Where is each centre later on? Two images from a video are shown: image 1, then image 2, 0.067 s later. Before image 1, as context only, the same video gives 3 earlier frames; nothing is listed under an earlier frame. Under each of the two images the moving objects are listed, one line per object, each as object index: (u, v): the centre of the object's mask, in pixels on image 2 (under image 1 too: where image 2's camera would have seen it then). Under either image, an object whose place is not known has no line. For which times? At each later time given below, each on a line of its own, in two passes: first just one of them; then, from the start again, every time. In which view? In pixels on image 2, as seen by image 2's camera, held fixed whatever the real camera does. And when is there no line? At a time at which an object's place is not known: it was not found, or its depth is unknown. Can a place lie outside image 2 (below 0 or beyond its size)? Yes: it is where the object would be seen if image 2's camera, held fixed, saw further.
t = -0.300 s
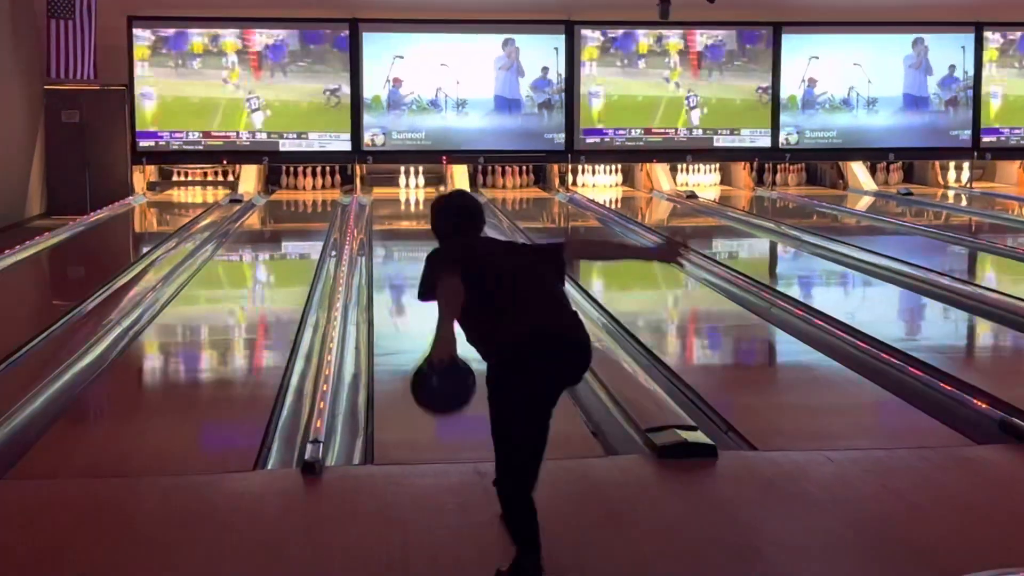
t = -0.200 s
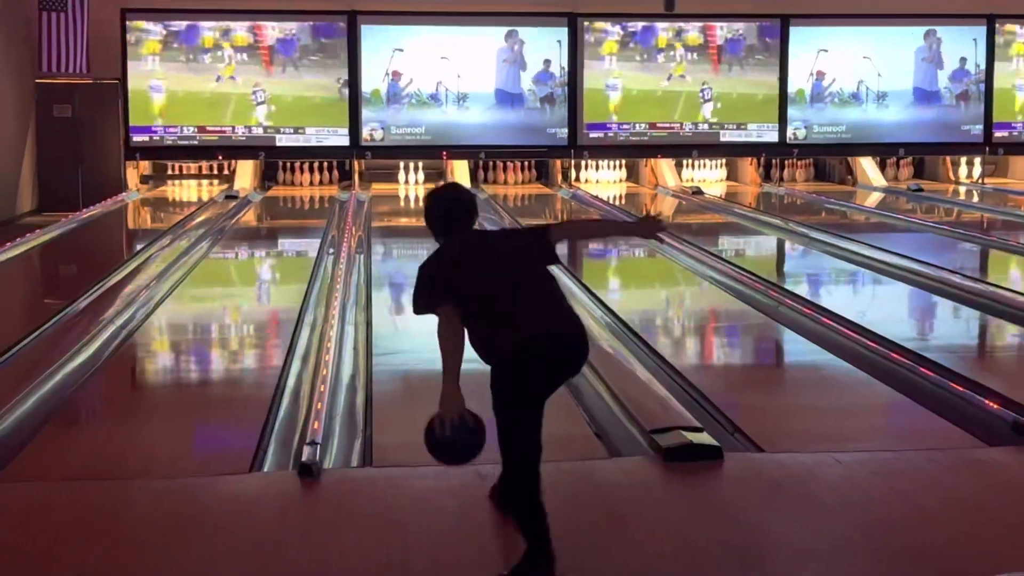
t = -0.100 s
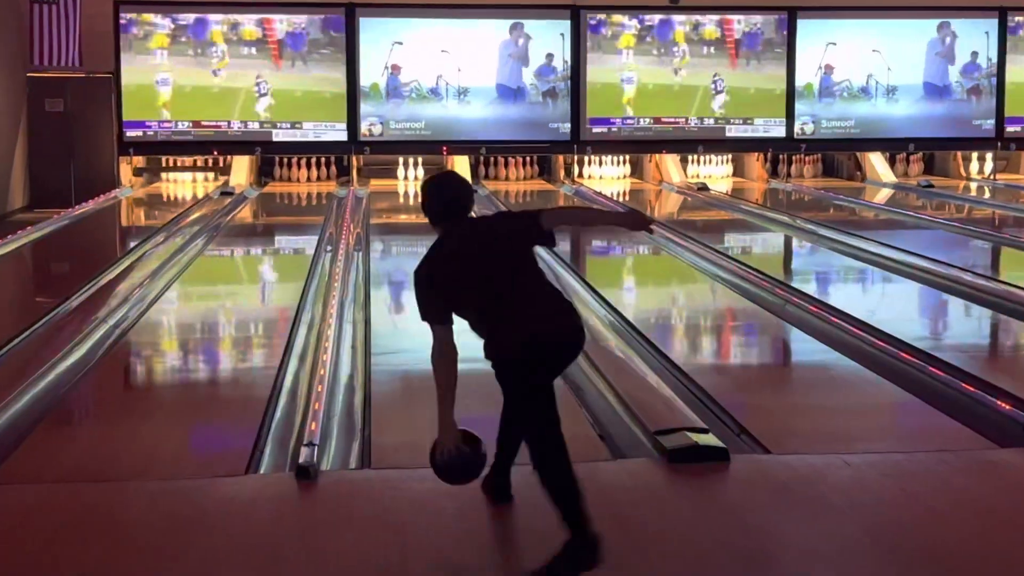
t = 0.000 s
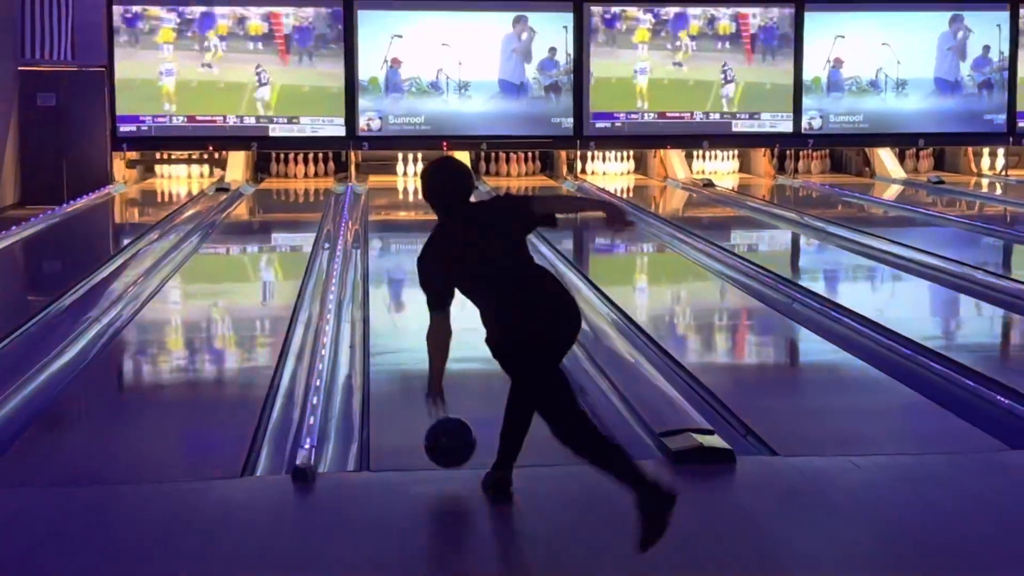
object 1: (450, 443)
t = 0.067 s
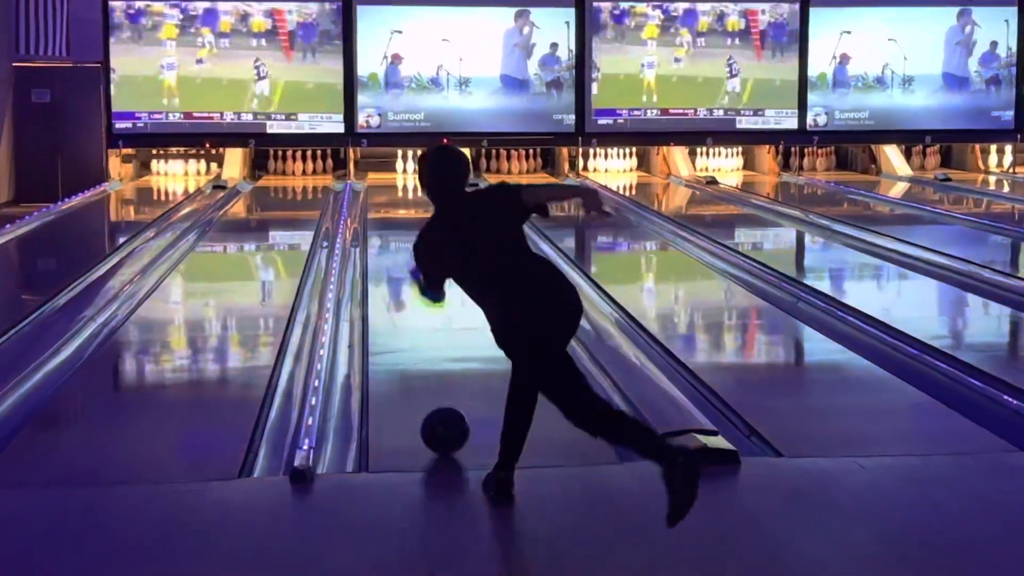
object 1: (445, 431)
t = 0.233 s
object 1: (435, 378)
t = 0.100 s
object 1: (442, 420)
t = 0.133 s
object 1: (440, 408)
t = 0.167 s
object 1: (438, 398)
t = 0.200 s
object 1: (436, 388)
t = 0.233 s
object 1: (435, 378)
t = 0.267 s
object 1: (433, 371)
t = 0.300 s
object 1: (431, 363)
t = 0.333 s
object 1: (430, 355)
